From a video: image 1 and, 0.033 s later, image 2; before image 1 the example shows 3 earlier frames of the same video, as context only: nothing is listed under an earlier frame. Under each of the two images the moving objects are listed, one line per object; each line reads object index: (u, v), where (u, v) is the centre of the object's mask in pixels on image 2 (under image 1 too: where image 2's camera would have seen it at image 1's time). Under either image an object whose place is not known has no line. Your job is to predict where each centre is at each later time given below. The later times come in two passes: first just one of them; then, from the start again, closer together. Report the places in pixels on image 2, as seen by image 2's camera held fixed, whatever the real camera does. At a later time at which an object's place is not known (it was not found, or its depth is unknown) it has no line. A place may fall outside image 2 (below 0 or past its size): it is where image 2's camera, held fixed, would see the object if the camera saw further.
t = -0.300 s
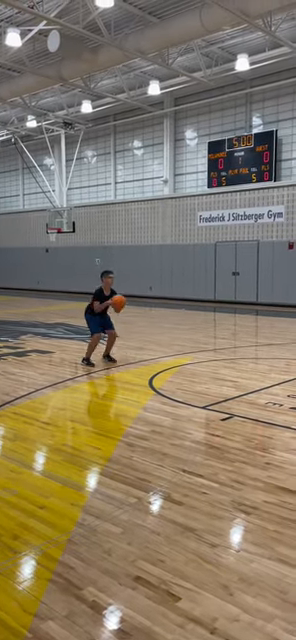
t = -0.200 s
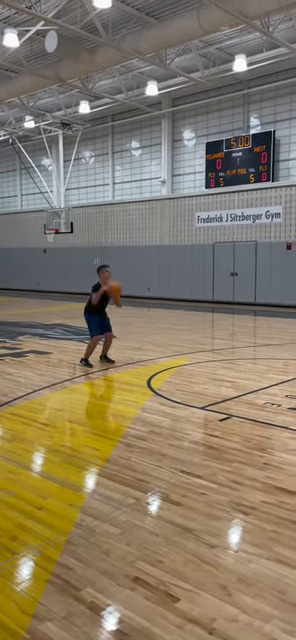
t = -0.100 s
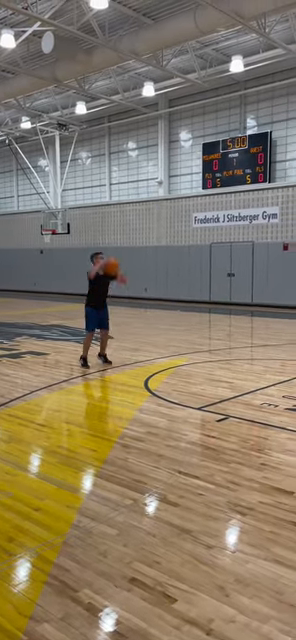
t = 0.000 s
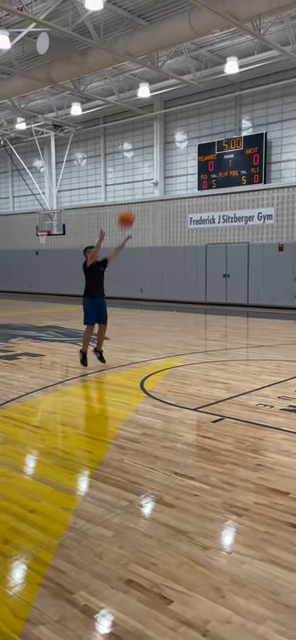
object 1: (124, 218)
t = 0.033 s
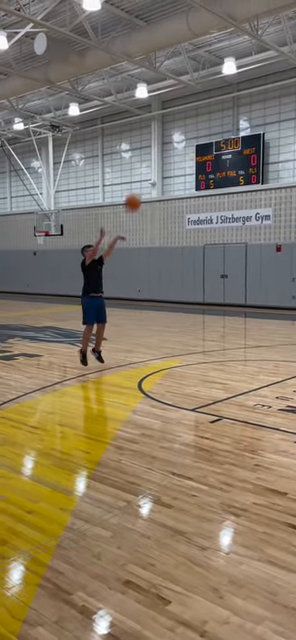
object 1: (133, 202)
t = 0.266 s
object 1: (198, 90)
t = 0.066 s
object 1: (142, 185)
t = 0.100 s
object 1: (150, 168)
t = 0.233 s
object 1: (189, 105)
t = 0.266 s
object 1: (198, 90)
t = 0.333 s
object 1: (218, 61)
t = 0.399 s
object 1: (243, 36)
